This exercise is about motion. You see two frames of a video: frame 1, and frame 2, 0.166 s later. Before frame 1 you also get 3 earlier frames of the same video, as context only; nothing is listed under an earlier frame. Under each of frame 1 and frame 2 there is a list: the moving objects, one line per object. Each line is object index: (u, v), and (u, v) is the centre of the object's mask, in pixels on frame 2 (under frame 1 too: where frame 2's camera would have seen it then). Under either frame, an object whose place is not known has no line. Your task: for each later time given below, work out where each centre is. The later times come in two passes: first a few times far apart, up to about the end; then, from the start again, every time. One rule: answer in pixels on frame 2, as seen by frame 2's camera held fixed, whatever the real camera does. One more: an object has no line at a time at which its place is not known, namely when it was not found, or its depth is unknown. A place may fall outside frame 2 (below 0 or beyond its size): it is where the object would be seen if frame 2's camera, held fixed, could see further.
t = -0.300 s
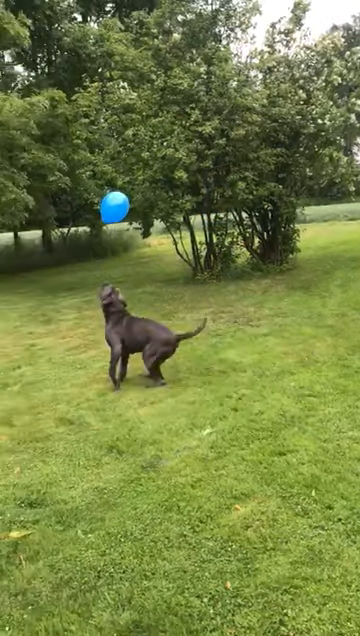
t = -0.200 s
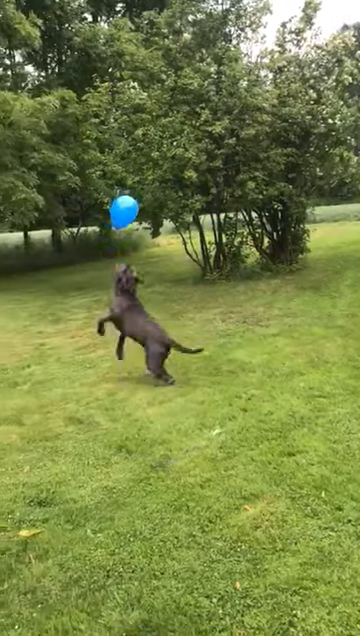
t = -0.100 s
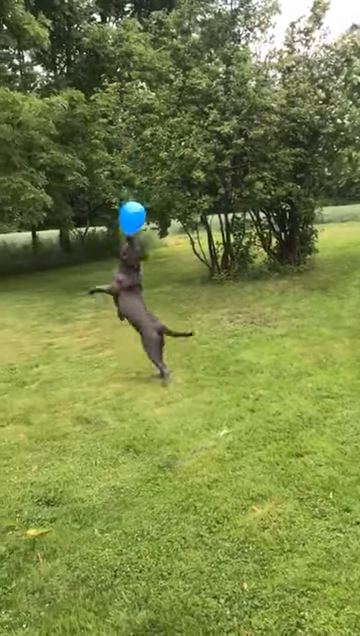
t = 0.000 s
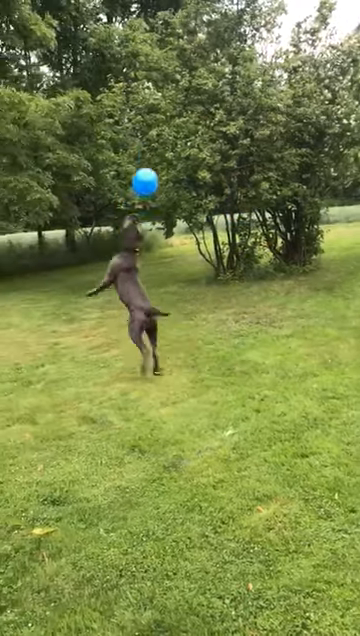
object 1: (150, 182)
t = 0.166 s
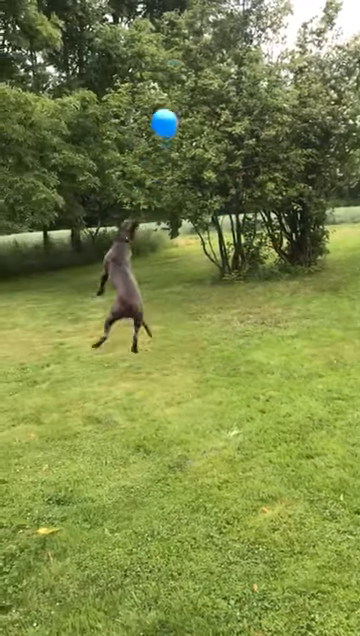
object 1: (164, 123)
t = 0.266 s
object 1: (170, 100)
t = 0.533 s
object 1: (177, 64)
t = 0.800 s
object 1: (181, 50)
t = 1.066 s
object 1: (183, 47)
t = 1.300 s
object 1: (184, 49)
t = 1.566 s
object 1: (187, 60)
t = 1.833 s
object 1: (191, 81)
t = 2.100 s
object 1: (195, 108)
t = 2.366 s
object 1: (199, 133)
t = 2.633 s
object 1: (203, 155)
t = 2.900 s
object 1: (209, 177)
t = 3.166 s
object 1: (214, 200)
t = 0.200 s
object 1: (166, 114)
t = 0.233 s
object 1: (168, 106)
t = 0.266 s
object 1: (170, 100)
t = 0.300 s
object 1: (171, 94)
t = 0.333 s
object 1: (173, 88)
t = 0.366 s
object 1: (174, 83)
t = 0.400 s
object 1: (175, 78)
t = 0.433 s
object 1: (175, 74)
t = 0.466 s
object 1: (176, 70)
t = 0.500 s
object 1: (177, 67)
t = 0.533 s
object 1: (177, 64)
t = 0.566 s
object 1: (178, 62)
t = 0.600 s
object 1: (178, 60)
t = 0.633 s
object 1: (179, 58)
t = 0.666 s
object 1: (179, 56)
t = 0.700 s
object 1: (179, 55)
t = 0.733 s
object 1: (180, 52)
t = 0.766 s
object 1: (181, 51)
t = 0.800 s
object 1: (181, 50)
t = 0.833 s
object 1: (181, 49)
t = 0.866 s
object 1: (181, 49)
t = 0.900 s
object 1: (182, 48)
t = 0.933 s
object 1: (182, 48)
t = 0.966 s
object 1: (182, 48)
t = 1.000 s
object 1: (182, 48)
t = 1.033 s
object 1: (182, 47)
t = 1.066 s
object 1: (183, 47)
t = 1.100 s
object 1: (183, 48)
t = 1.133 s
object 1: (183, 48)
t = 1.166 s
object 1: (183, 48)
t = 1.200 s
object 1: (183, 48)
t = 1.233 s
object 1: (183, 48)
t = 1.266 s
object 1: (183, 49)
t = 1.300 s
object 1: (184, 49)
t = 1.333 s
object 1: (184, 50)
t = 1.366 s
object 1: (185, 51)
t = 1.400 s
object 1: (185, 52)
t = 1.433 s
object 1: (186, 54)
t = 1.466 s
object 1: (186, 55)
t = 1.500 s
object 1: (186, 56)
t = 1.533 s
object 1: (187, 58)
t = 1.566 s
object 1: (187, 60)
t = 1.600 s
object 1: (188, 62)
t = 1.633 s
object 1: (188, 64)
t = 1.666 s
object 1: (189, 67)
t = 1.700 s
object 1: (189, 70)
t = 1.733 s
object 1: (190, 72)
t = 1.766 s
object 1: (190, 75)
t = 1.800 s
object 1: (191, 78)
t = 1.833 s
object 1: (191, 81)
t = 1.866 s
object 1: (192, 85)
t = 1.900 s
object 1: (192, 88)
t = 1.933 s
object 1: (193, 91)
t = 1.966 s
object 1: (193, 95)
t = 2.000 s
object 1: (193, 97)
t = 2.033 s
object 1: (194, 101)
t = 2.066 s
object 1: (195, 105)
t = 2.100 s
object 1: (195, 108)
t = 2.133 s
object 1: (196, 111)
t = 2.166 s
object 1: (196, 114)
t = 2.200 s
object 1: (196, 117)
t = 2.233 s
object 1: (197, 121)
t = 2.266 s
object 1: (197, 124)
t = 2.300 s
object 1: (197, 127)
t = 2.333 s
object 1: (198, 130)
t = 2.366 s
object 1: (199, 133)
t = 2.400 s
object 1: (199, 136)
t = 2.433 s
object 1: (200, 139)
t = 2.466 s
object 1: (200, 142)
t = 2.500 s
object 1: (201, 145)
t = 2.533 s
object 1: (201, 147)
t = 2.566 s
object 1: (202, 150)
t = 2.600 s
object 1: (202, 153)
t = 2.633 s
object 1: (203, 155)
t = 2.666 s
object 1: (203, 158)
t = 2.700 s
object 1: (204, 160)
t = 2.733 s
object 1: (205, 163)
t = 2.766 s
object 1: (206, 166)
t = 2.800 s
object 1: (207, 169)
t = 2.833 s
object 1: (208, 171)
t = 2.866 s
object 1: (208, 174)
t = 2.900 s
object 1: (209, 177)
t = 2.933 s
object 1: (210, 180)
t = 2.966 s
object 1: (211, 183)
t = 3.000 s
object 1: (212, 185)
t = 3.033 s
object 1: (212, 189)
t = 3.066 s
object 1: (213, 192)
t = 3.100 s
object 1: (214, 195)
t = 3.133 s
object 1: (214, 197)
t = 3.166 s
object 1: (214, 200)
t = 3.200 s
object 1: (215, 203)
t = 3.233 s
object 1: (215, 206)
